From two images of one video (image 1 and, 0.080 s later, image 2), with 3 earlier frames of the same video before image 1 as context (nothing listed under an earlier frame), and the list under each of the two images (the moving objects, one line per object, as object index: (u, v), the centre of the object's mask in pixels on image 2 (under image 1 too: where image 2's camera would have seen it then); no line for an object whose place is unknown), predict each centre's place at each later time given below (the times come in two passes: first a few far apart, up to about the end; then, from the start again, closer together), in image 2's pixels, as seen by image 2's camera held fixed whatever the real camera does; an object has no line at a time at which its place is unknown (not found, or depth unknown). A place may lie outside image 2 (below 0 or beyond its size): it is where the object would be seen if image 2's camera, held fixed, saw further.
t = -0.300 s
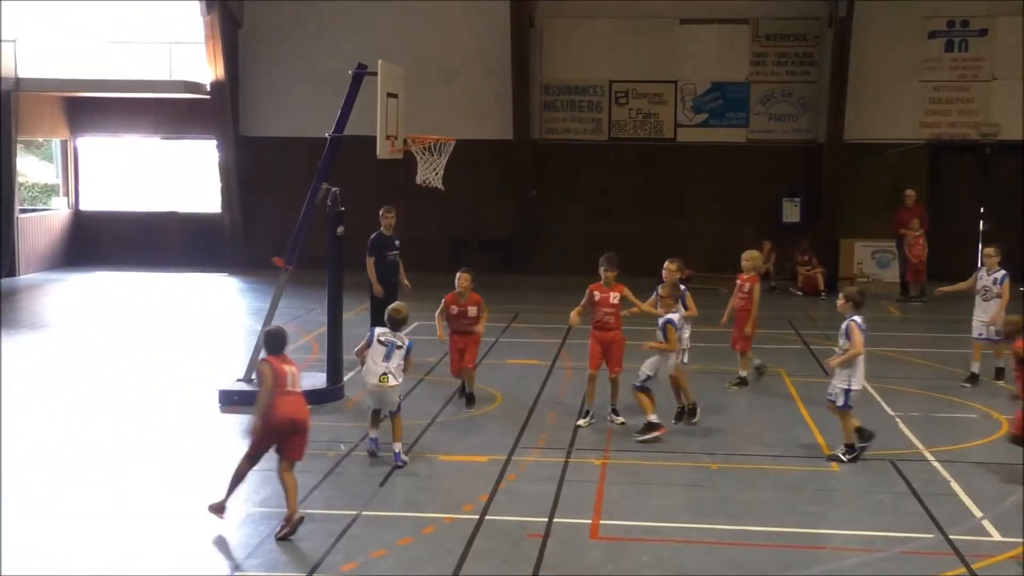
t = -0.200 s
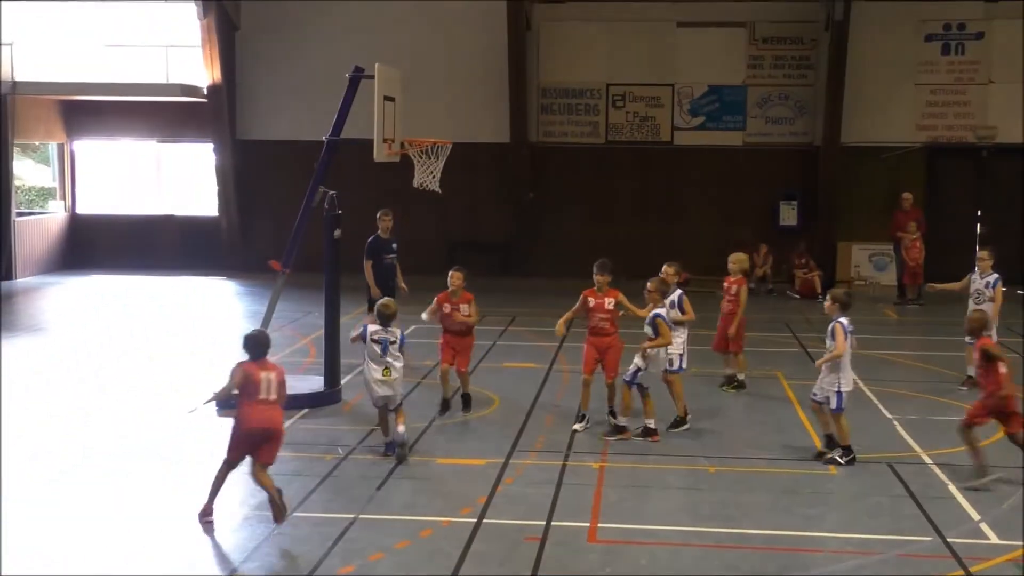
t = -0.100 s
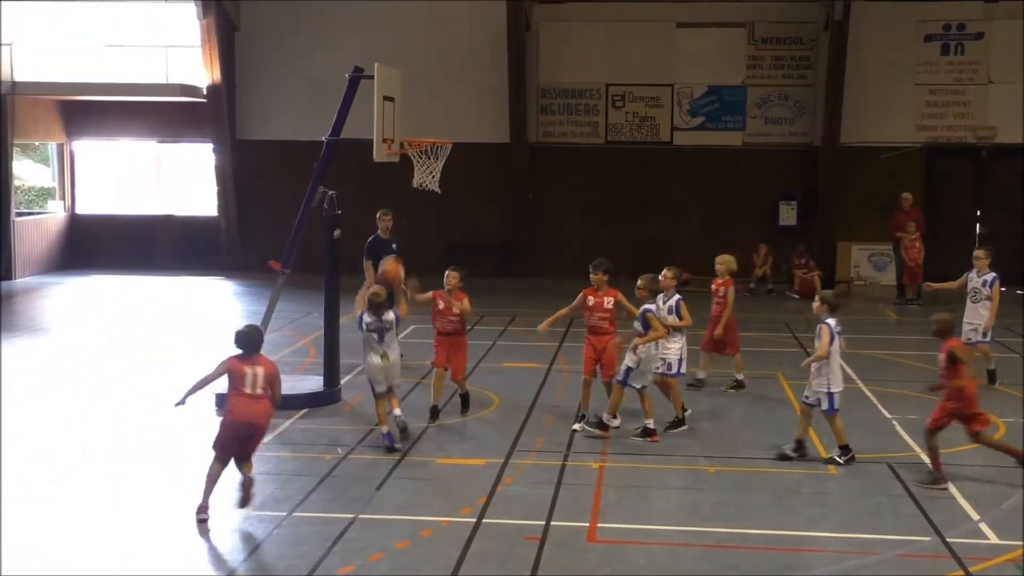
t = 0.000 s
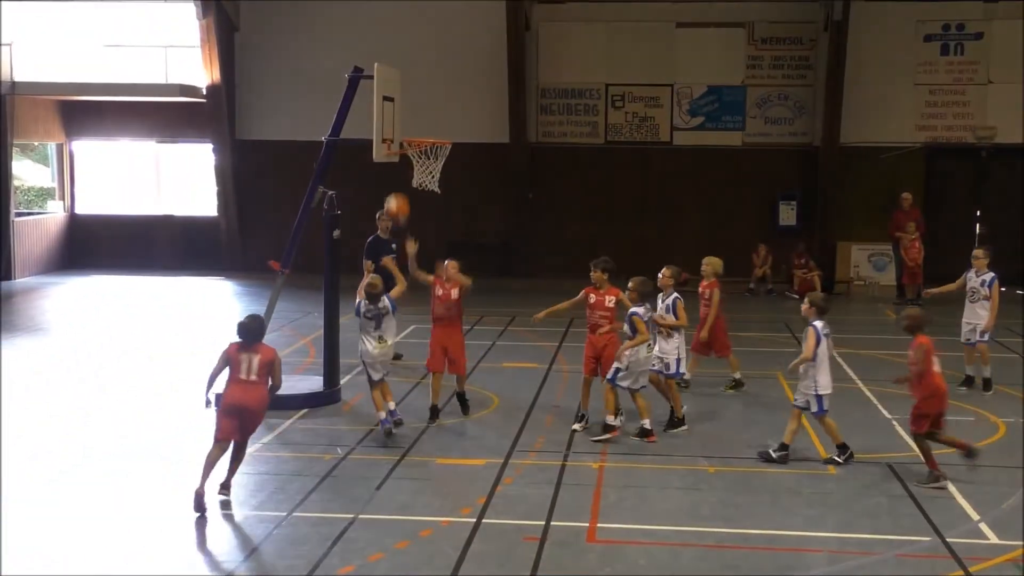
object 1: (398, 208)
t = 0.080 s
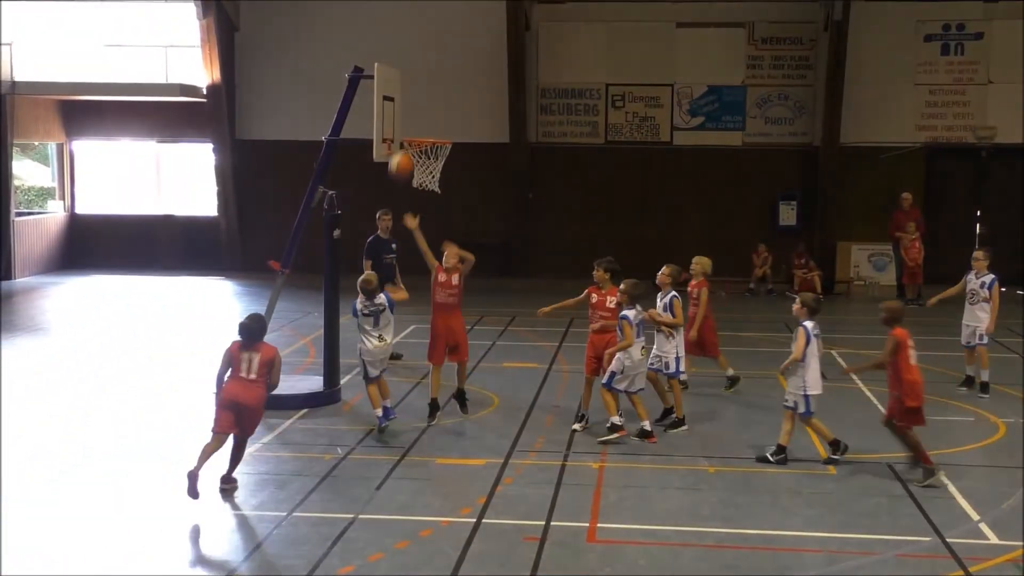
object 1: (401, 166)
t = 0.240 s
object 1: (409, 104)
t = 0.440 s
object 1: (418, 70)
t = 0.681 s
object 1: (429, 88)
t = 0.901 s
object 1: (438, 150)
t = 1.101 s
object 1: (430, 187)
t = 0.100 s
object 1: (402, 155)
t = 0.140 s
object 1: (405, 139)
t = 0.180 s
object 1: (407, 123)
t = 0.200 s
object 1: (407, 118)
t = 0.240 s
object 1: (409, 104)
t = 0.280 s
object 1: (411, 92)
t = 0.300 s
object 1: (412, 89)
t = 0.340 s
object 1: (413, 81)
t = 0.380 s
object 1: (415, 75)
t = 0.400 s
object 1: (416, 73)
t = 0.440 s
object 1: (418, 70)
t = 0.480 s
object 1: (420, 69)
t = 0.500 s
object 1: (421, 69)
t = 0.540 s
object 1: (422, 70)
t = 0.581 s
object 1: (425, 73)
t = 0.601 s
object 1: (425, 75)
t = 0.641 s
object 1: (427, 81)
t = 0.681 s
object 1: (429, 88)
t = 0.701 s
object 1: (430, 93)
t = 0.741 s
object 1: (431, 102)
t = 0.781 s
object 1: (432, 113)
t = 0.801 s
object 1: (433, 119)
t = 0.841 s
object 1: (434, 131)
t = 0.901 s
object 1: (438, 150)
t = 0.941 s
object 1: (439, 165)
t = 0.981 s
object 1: (440, 168)
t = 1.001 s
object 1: (437, 168)
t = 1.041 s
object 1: (432, 178)
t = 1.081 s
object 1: (431, 184)
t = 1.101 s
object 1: (430, 187)
